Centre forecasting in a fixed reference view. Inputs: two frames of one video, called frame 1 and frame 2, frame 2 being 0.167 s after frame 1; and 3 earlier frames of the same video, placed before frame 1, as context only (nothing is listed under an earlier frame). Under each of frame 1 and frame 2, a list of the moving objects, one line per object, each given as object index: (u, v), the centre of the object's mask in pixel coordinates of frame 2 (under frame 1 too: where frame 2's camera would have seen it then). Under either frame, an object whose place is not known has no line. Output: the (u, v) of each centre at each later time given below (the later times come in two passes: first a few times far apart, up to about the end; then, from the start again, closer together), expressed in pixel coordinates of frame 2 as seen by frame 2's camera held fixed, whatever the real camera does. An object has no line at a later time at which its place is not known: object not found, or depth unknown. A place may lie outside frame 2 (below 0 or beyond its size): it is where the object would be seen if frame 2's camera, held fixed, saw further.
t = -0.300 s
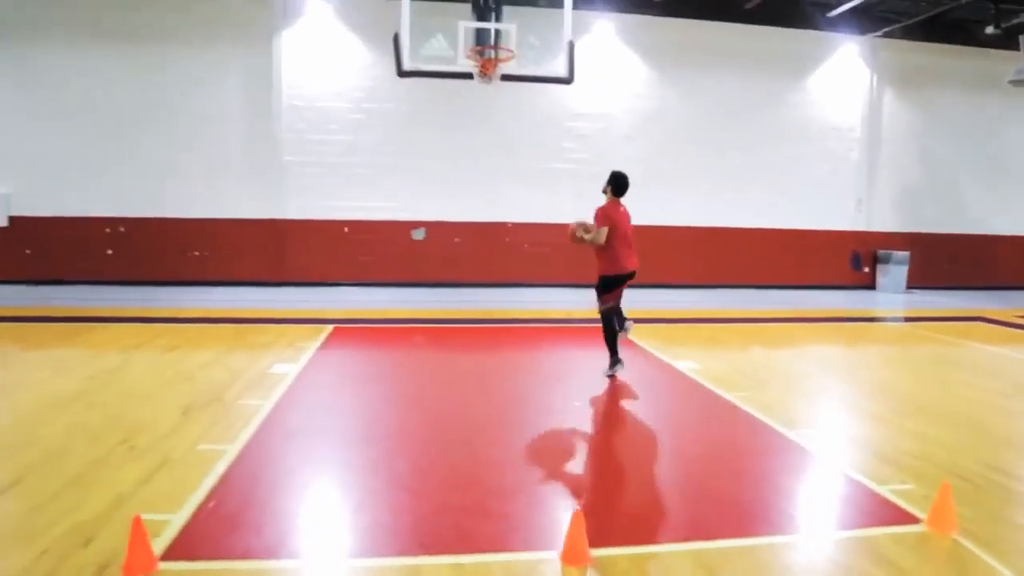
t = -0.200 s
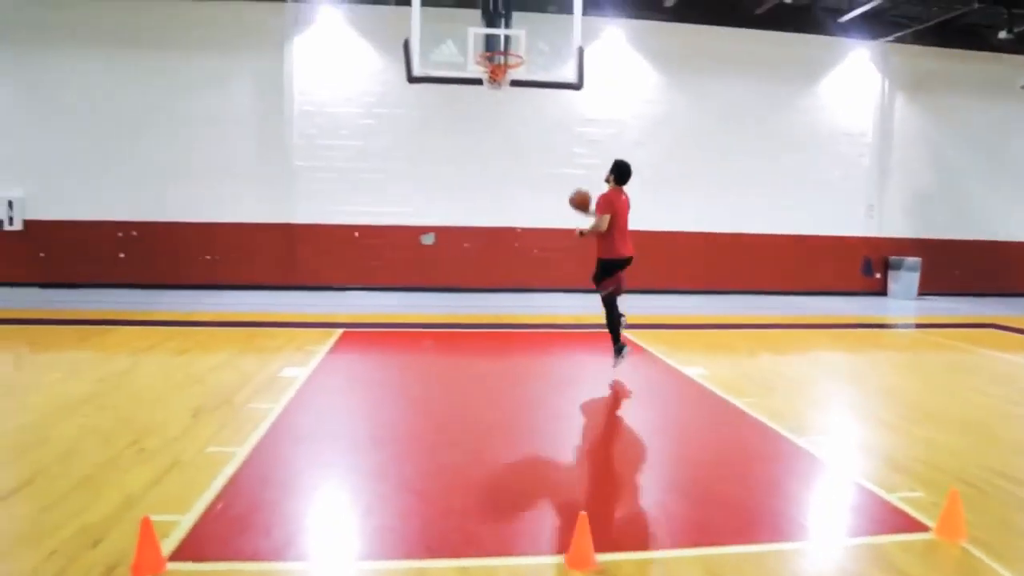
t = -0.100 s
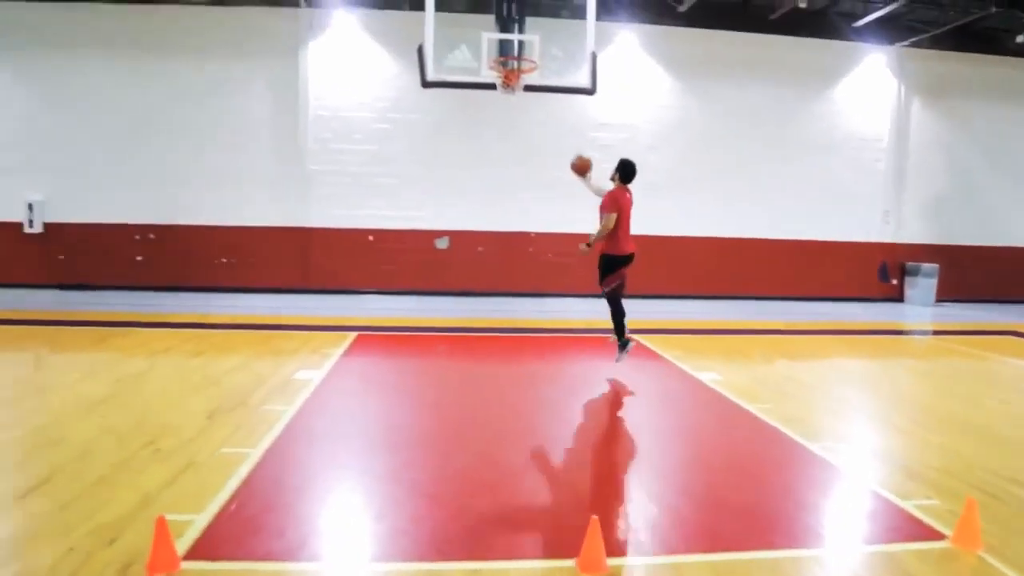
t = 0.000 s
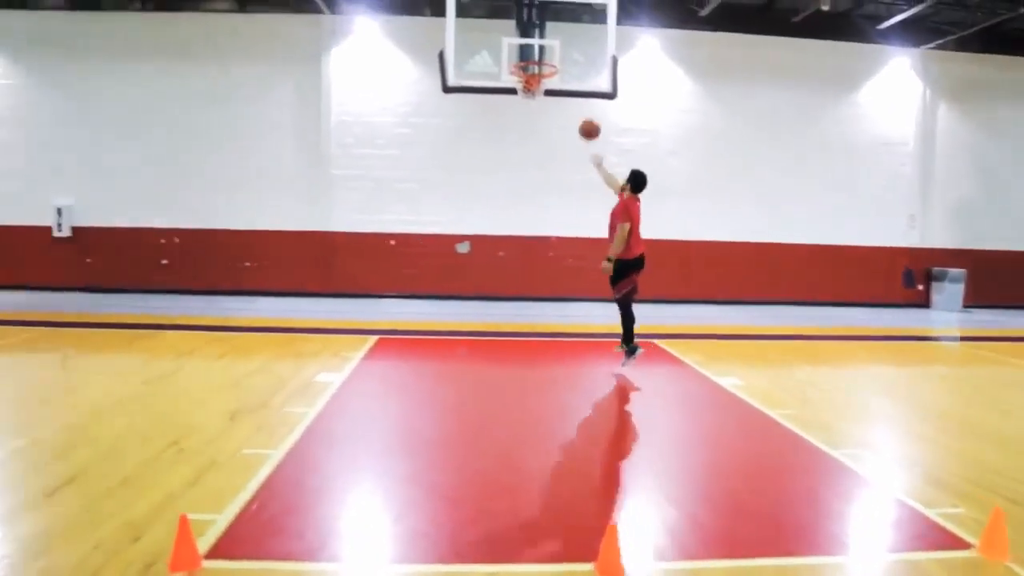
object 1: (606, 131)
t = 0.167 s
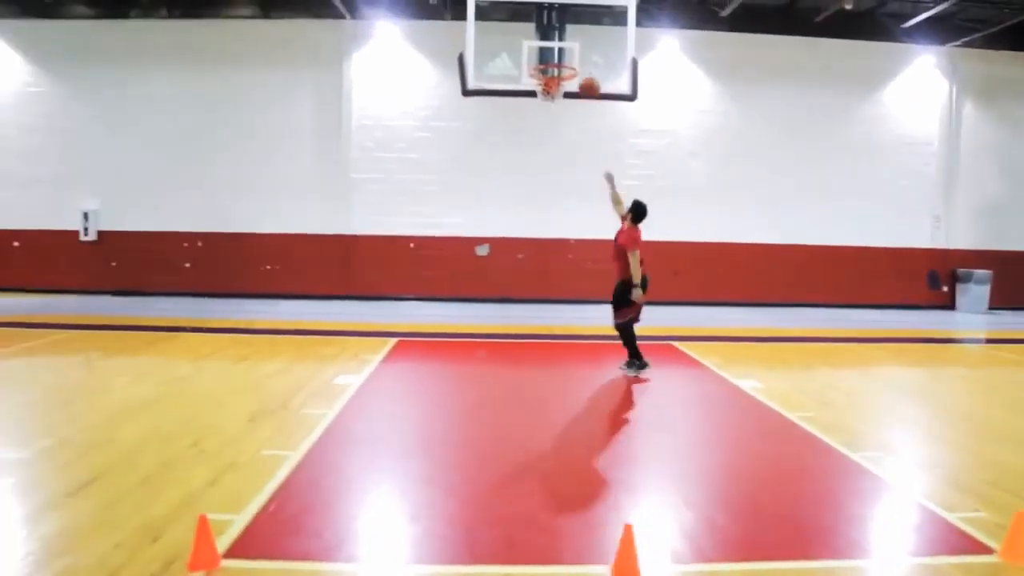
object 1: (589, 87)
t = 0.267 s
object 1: (581, 72)
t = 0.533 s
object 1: (566, 60)
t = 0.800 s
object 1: (547, 111)
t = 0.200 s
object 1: (585, 82)
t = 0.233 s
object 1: (582, 78)
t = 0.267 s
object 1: (581, 72)
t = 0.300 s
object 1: (579, 68)
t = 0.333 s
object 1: (577, 65)
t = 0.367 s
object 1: (574, 63)
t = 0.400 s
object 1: (573, 61)
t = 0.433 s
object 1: (571, 60)
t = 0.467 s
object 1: (569, 60)
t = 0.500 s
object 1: (567, 59)
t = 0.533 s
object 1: (566, 60)
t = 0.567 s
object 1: (566, 63)
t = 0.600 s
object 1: (563, 65)
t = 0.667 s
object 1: (563, 83)
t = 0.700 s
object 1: (558, 84)
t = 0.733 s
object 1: (551, 93)
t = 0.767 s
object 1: (550, 100)
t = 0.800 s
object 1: (547, 111)
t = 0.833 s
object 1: (545, 119)
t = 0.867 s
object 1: (543, 130)
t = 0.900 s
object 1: (541, 142)
